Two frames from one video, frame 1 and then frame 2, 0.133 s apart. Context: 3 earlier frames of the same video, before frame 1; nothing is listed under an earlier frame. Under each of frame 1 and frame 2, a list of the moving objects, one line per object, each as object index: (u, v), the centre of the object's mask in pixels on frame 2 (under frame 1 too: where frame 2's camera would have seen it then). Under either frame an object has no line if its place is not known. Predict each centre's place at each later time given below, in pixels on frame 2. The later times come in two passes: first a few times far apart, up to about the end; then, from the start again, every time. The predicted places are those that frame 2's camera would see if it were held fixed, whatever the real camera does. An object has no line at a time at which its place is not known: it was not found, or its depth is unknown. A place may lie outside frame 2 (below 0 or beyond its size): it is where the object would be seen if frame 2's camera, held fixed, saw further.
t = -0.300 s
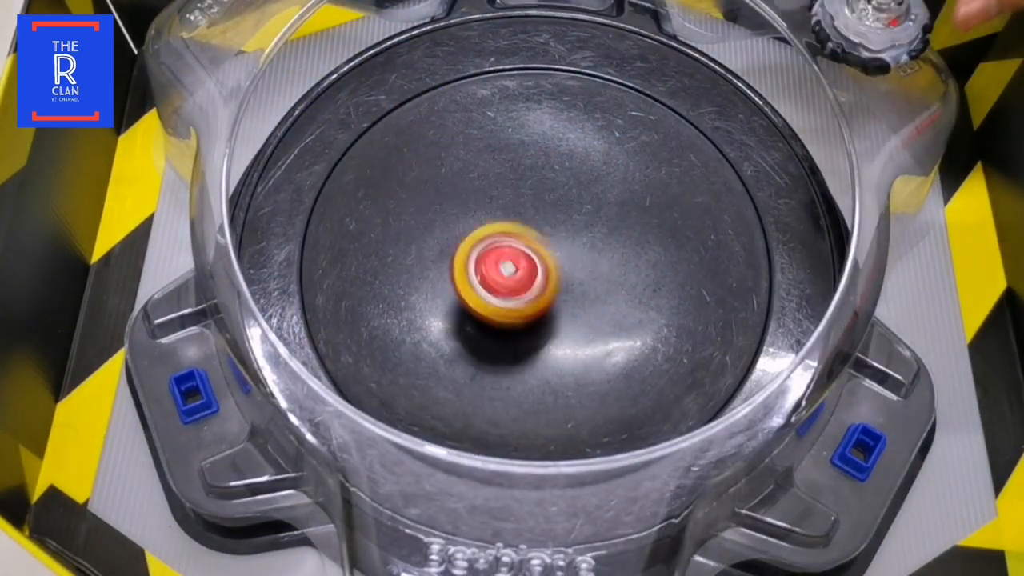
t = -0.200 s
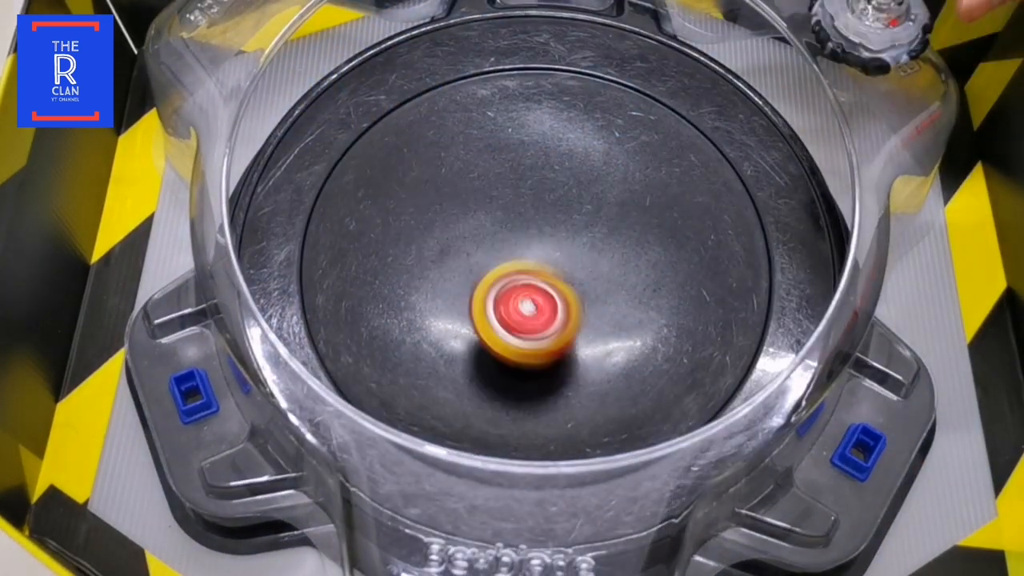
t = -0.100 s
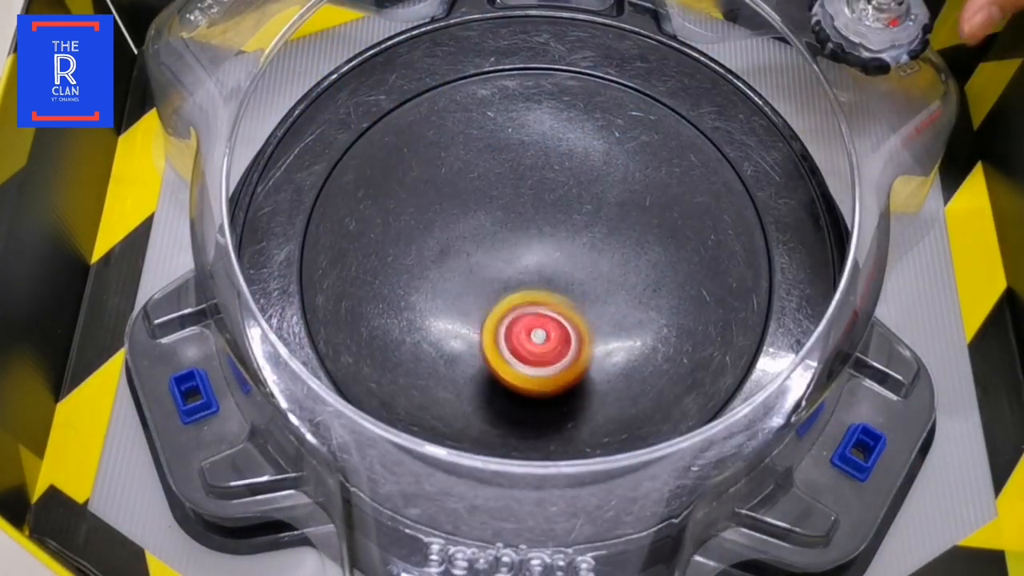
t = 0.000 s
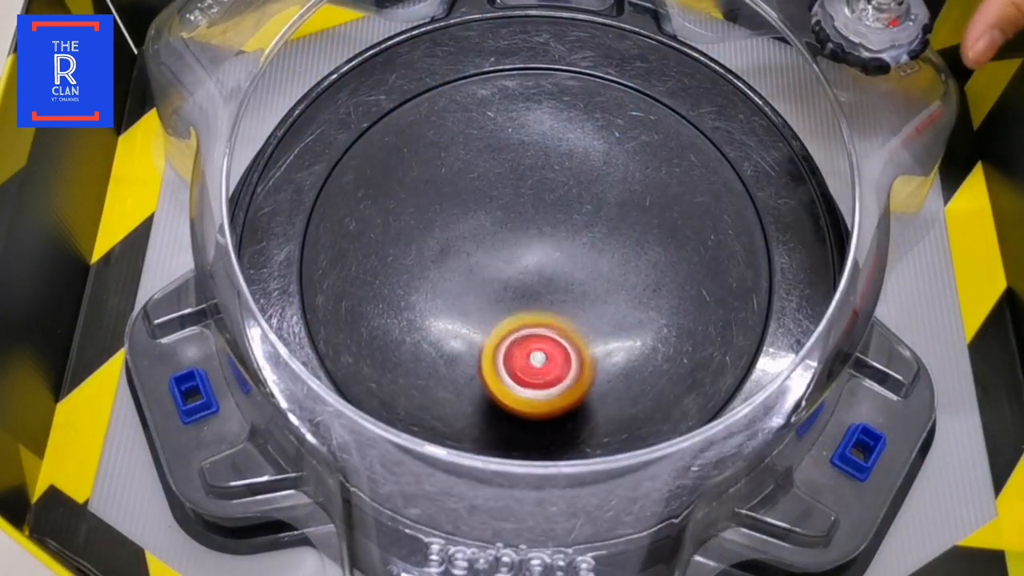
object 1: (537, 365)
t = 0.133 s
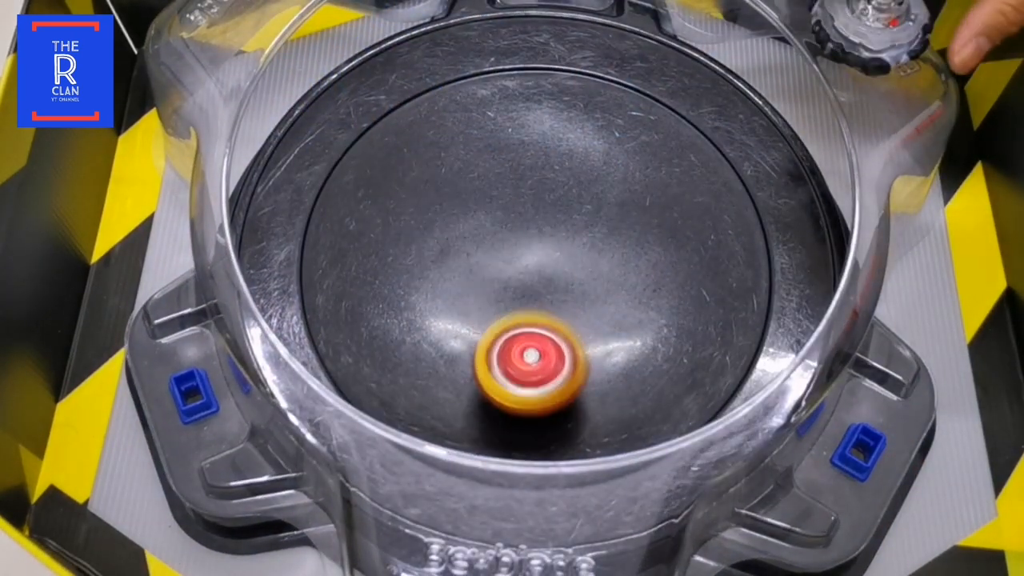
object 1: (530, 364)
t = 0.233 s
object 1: (536, 334)
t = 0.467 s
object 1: (597, 263)
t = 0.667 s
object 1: (645, 218)
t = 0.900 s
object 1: (640, 220)
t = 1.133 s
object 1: (550, 202)
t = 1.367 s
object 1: (482, 175)
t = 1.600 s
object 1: (473, 179)
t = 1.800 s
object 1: (472, 232)
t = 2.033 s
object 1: (478, 301)
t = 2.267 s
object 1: (486, 322)
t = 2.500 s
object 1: (551, 307)
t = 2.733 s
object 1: (619, 295)
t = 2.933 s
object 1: (635, 289)
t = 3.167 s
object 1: (590, 251)
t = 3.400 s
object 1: (547, 187)
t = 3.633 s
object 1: (549, 164)
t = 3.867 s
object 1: (528, 214)
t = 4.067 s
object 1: (479, 259)
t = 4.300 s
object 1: (446, 276)
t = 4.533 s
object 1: (491, 279)
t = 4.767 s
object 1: (560, 304)
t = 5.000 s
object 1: (596, 319)
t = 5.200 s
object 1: (596, 305)
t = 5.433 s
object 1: (580, 251)
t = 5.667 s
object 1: (573, 194)
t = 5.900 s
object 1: (581, 189)
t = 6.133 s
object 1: (538, 221)
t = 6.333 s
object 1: (479, 240)
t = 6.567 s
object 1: (456, 232)
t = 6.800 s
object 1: (496, 238)
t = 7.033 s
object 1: (548, 266)
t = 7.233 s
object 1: (592, 299)
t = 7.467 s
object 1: (588, 324)
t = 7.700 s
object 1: (552, 287)
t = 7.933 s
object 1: (540, 226)
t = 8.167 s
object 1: (555, 181)
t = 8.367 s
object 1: (581, 196)
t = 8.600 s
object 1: (553, 242)
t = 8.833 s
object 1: (519, 278)
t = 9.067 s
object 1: (494, 302)
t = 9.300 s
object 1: (490, 293)
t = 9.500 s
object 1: (525, 277)
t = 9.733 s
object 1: (576, 268)
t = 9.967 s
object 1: (603, 261)
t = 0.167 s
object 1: (531, 356)
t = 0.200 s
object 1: (532, 345)
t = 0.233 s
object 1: (536, 334)
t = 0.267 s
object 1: (542, 324)
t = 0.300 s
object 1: (548, 314)
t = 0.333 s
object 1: (558, 303)
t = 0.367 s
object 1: (568, 293)
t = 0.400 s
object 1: (578, 281)
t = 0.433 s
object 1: (589, 272)
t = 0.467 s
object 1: (597, 263)
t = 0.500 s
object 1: (607, 253)
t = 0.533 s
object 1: (615, 244)
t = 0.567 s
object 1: (624, 236)
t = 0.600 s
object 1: (631, 230)
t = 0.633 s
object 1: (638, 223)
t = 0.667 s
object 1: (645, 218)
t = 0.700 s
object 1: (649, 214)
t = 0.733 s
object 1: (654, 212)
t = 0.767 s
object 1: (658, 211)
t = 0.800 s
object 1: (659, 213)
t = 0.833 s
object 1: (656, 215)
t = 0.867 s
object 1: (650, 218)
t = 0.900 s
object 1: (640, 220)
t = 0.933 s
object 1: (630, 221)
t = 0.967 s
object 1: (616, 221)
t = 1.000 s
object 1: (604, 217)
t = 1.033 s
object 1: (591, 216)
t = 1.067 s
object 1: (577, 212)
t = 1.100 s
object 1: (563, 208)
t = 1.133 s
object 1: (550, 202)
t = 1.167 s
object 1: (539, 198)
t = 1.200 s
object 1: (527, 193)
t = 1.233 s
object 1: (517, 188)
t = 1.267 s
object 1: (505, 184)
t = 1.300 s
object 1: (497, 180)
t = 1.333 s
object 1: (488, 178)
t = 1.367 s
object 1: (482, 175)
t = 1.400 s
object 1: (475, 172)
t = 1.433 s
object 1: (470, 169)
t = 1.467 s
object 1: (468, 168)
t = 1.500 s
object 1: (468, 167)
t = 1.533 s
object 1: (469, 169)
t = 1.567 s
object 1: (472, 174)
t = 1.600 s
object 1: (473, 179)
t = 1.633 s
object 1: (475, 187)
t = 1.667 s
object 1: (475, 196)
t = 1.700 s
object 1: (475, 204)
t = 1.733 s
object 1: (473, 213)
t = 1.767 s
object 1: (474, 222)
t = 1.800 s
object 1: (472, 232)
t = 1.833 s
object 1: (472, 241)
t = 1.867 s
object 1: (472, 250)
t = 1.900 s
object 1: (474, 262)
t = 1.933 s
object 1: (473, 272)
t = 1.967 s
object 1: (475, 282)
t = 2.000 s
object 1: (475, 291)
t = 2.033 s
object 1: (478, 301)
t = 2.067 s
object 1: (478, 309)
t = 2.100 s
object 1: (479, 315)
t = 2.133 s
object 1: (479, 320)
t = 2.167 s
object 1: (479, 323)
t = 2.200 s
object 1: (480, 324)
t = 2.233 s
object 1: (482, 324)
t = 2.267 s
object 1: (486, 322)
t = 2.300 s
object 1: (492, 321)
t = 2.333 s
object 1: (500, 319)
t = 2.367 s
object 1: (507, 317)
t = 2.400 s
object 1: (518, 315)
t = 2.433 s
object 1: (528, 312)
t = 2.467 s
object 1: (538, 309)
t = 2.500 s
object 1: (551, 307)
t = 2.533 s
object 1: (561, 306)
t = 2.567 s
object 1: (572, 303)
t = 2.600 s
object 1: (583, 301)
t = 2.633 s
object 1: (594, 299)
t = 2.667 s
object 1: (602, 298)
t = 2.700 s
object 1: (611, 297)
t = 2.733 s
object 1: (619, 295)
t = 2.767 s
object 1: (626, 294)
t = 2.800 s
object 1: (632, 293)
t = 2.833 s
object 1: (635, 293)
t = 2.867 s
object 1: (638, 292)
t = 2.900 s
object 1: (636, 291)
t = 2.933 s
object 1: (635, 289)
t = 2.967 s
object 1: (630, 287)
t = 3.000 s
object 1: (625, 285)
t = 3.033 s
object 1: (617, 279)
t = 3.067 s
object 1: (610, 273)
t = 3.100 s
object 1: (604, 267)
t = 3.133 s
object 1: (595, 259)
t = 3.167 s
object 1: (590, 251)
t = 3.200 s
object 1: (582, 243)
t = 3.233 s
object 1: (573, 233)
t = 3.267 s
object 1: (568, 223)
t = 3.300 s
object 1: (561, 214)
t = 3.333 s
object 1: (554, 205)
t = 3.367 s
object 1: (550, 195)
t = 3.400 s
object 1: (547, 187)
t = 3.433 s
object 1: (545, 179)
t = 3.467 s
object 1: (544, 172)
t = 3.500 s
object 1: (544, 167)
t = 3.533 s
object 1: (545, 163)
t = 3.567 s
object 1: (547, 161)
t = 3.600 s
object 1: (548, 161)
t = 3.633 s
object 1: (549, 164)
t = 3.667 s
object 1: (550, 168)
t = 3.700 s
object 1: (549, 174)
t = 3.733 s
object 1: (549, 180)
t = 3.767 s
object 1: (545, 188)
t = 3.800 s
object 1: (541, 197)
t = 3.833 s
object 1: (536, 206)
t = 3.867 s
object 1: (528, 214)
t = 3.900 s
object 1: (522, 221)
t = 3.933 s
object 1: (514, 229)
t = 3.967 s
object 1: (505, 237)
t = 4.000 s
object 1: (498, 244)
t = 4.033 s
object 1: (488, 251)
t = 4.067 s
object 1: (479, 259)
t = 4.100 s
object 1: (473, 264)
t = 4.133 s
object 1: (465, 267)
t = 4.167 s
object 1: (459, 271)
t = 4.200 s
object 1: (455, 274)
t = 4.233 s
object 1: (450, 274)
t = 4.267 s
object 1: (447, 275)
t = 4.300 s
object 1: (446, 276)
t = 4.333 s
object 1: (448, 275)
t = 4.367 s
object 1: (450, 274)
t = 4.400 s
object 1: (454, 274)
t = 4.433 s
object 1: (462, 274)
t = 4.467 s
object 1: (469, 274)
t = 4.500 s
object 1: (478, 276)
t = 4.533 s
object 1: (491, 279)
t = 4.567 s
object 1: (499, 281)
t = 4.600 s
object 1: (509, 285)
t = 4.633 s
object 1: (520, 290)
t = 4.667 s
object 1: (531, 292)
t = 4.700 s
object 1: (541, 296)
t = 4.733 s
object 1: (551, 302)
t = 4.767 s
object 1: (560, 304)
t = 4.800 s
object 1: (567, 308)
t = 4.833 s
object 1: (574, 313)
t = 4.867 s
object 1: (580, 315)
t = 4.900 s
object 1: (585, 316)
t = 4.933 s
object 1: (590, 319)
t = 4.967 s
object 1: (594, 320)
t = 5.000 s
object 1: (596, 319)
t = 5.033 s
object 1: (596, 320)
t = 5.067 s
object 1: (598, 319)
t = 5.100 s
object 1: (599, 316)
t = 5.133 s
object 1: (598, 313)
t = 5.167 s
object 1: (597, 310)
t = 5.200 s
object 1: (596, 305)
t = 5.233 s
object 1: (594, 299)
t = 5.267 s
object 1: (591, 293)
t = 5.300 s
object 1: (589, 286)
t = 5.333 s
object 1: (587, 278)
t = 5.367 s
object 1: (585, 268)
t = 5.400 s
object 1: (582, 260)
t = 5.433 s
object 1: (580, 251)
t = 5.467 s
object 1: (579, 243)
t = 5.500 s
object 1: (576, 232)
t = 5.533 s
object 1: (575, 225)
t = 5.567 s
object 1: (573, 216)
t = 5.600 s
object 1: (572, 207)
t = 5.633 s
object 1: (573, 201)
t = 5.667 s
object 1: (573, 194)
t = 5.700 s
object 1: (574, 189)
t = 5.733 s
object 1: (576, 186)
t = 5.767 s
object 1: (579, 183)
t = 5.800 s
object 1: (580, 181)
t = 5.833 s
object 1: (581, 182)
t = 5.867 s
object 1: (582, 186)
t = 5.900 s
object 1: (581, 189)
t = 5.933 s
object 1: (579, 193)
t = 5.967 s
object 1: (574, 197)
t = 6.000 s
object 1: (569, 203)
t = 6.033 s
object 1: (563, 210)
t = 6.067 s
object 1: (557, 213)
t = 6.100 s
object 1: (546, 217)
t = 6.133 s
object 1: (538, 221)
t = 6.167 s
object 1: (528, 227)
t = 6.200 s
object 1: (519, 230)
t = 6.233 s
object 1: (508, 233)
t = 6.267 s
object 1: (496, 236)
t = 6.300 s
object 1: (488, 239)
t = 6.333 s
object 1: (479, 240)
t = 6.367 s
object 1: (472, 239)
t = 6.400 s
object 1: (466, 238)
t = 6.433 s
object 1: (460, 238)
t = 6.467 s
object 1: (456, 237)
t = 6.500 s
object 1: (455, 236)
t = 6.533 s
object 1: (455, 234)
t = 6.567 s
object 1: (456, 232)
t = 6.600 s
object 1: (457, 231)
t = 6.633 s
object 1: (461, 230)
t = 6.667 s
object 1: (466, 231)
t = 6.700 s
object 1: (472, 232)
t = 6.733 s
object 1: (481, 233)
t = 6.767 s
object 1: (489, 235)
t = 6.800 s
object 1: (496, 238)
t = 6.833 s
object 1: (503, 243)
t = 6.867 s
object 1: (510, 246)
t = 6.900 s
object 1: (518, 252)
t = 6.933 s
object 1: (524, 254)
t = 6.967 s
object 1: (531, 258)
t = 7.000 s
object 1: (538, 263)
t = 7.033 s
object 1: (548, 266)
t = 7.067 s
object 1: (558, 271)
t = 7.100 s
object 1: (568, 274)
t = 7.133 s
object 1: (576, 279)
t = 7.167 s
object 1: (582, 285)
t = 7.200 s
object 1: (587, 291)
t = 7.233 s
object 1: (592, 299)
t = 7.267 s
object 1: (596, 304)
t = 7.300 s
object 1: (599, 309)
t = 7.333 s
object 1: (599, 313)
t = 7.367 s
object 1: (598, 317)
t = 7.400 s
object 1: (595, 322)
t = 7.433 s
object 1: (592, 323)
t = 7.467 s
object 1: (588, 324)
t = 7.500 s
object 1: (582, 321)
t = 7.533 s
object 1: (576, 317)
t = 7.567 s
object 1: (568, 312)
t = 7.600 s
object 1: (562, 306)
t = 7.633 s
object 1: (557, 301)
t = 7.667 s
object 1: (555, 293)
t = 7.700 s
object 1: (552, 287)
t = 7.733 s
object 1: (551, 277)
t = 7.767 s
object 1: (549, 270)
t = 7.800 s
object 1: (549, 260)
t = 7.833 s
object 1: (547, 251)
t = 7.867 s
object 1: (545, 242)
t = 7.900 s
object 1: (543, 233)
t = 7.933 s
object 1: (540, 226)
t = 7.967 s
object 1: (540, 217)
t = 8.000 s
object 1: (540, 210)
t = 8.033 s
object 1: (541, 202)
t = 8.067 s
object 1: (543, 196)
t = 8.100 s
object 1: (547, 189)
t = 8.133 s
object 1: (551, 184)
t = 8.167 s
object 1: (555, 181)
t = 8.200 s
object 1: (560, 179)
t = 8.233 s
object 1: (565, 179)
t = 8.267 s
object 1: (570, 181)
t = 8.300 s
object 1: (575, 185)
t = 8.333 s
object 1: (578, 190)
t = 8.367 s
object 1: (581, 196)
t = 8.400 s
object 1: (581, 204)
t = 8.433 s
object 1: (578, 210)
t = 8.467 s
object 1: (573, 218)
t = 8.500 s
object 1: (570, 224)
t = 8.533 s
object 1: (563, 231)
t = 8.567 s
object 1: (559, 236)
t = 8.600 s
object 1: (553, 242)
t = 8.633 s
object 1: (548, 247)
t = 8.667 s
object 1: (542, 253)
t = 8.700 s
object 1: (537, 257)
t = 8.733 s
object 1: (532, 262)
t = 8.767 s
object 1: (527, 266)
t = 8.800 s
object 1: (524, 271)
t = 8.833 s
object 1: (519, 278)
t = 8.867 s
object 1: (516, 282)
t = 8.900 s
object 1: (511, 288)
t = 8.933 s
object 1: (507, 292)
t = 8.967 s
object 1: (503, 297)
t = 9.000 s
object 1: (500, 298)
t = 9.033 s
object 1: (497, 301)
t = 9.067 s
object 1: (494, 302)
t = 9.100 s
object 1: (492, 303)
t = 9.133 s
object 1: (490, 303)
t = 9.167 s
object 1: (488, 302)
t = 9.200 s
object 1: (487, 300)
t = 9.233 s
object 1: (487, 298)
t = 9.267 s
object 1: (487, 296)
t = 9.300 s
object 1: (490, 293)
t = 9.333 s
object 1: (494, 289)
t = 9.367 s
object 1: (499, 286)
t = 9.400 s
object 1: (505, 283)
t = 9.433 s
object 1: (511, 281)
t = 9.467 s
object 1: (518, 280)
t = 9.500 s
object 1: (525, 277)
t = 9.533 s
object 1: (532, 277)
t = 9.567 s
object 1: (539, 275)
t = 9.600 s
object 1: (547, 274)
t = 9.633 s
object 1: (555, 271)
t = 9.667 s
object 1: (562, 271)
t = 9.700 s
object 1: (570, 268)
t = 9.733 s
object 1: (576, 268)
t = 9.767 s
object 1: (583, 266)
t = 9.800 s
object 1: (588, 266)
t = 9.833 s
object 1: (592, 265)
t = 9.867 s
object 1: (596, 263)
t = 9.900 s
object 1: (599, 263)
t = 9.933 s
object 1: (602, 262)
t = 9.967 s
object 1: (603, 261)
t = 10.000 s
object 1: (604, 260)
